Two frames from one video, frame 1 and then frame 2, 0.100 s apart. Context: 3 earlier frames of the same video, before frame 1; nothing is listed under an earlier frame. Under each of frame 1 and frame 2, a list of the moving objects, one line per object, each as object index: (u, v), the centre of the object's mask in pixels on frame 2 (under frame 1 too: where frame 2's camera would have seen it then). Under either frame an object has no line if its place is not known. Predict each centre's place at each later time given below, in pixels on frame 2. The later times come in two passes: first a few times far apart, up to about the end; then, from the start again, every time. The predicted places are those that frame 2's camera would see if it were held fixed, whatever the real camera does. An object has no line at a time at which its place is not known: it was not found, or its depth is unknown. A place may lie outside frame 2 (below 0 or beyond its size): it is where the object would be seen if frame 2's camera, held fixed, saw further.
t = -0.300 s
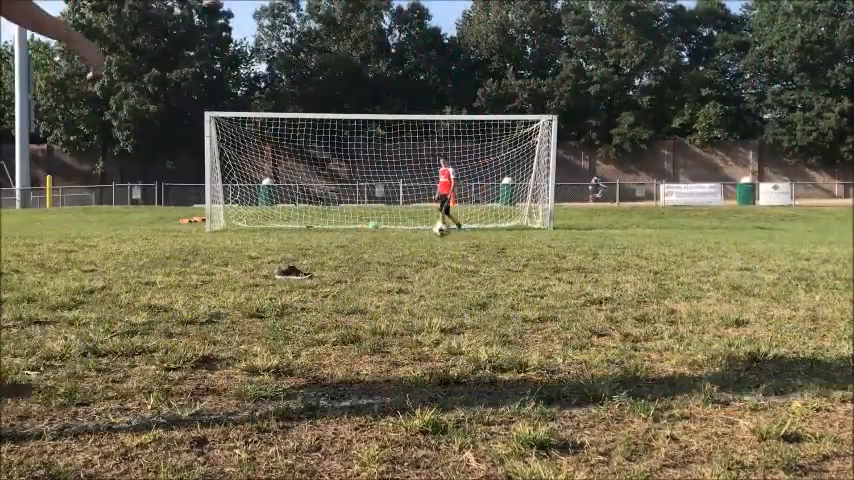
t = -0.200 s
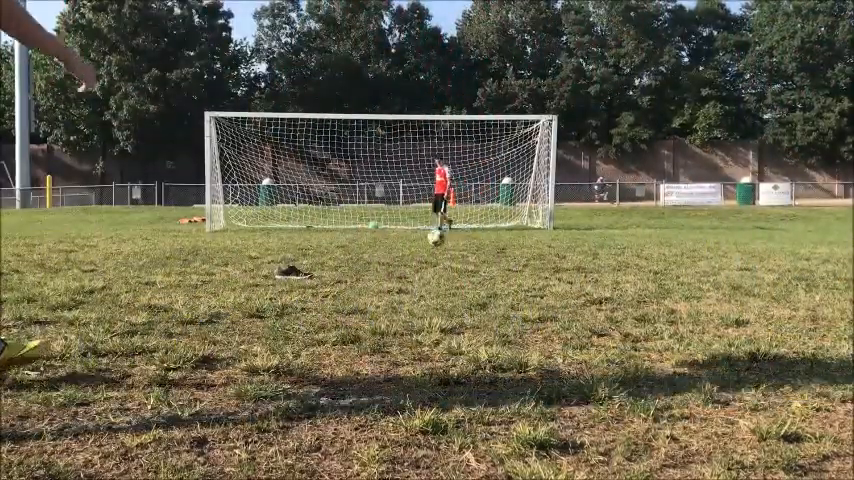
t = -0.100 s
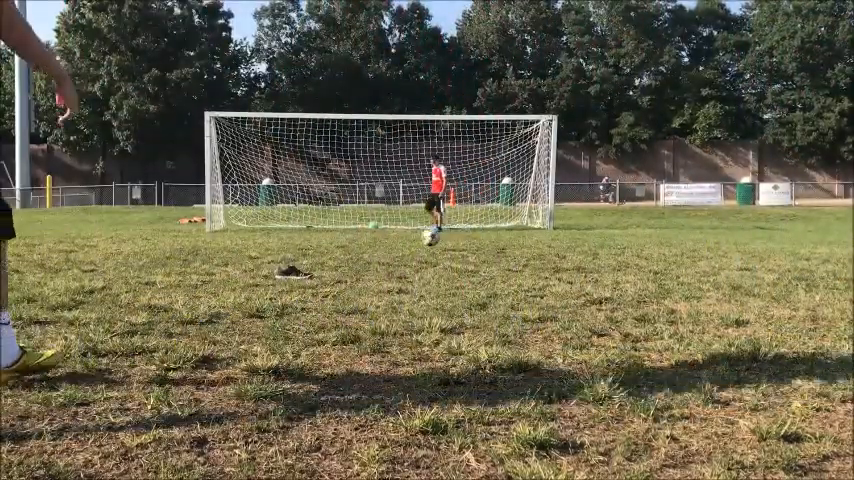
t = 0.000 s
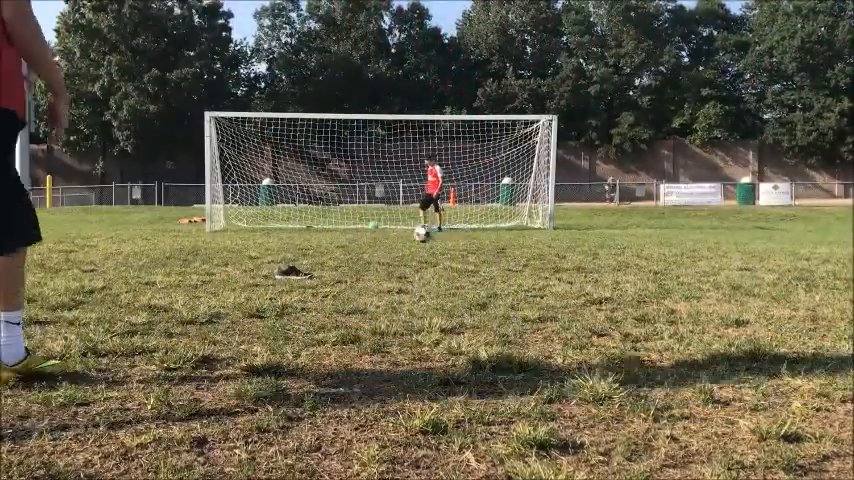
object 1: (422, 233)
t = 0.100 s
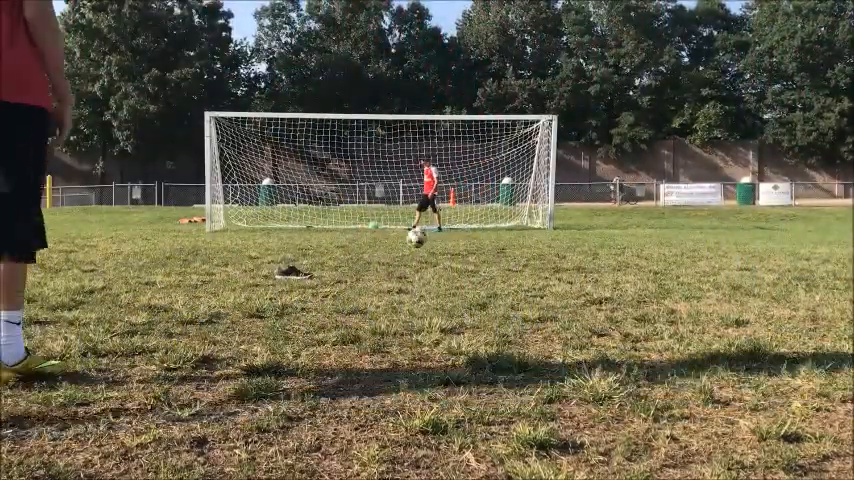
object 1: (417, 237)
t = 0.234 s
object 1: (406, 244)
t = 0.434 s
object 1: (389, 250)
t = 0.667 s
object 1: (372, 244)
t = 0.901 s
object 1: (349, 256)
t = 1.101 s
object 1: (324, 261)
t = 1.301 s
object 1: (299, 267)
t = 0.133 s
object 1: (414, 242)
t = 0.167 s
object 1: (411, 246)
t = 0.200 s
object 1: (408, 246)
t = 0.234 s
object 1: (406, 244)
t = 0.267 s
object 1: (404, 242)
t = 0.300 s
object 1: (401, 241)
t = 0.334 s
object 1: (398, 242)
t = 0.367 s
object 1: (395, 244)
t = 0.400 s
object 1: (392, 246)
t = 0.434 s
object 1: (389, 250)
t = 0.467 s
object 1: (387, 249)
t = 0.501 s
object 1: (384, 248)
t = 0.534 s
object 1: (381, 245)
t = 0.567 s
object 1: (379, 243)
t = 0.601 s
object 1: (377, 243)
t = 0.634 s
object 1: (374, 243)
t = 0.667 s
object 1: (372, 244)
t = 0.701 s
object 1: (368, 247)
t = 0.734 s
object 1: (365, 251)
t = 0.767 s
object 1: (363, 257)
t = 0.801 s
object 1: (360, 260)
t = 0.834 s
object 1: (356, 257)
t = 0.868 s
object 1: (352, 256)
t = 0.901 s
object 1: (349, 256)
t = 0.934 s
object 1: (345, 257)
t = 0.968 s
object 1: (341, 259)
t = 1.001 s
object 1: (336, 264)
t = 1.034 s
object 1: (332, 262)
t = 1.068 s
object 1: (328, 262)
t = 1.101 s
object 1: (324, 261)
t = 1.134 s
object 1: (320, 261)
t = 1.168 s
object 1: (316, 263)
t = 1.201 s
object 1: (311, 266)
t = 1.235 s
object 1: (307, 271)
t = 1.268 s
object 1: (303, 269)
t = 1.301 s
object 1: (299, 267)
